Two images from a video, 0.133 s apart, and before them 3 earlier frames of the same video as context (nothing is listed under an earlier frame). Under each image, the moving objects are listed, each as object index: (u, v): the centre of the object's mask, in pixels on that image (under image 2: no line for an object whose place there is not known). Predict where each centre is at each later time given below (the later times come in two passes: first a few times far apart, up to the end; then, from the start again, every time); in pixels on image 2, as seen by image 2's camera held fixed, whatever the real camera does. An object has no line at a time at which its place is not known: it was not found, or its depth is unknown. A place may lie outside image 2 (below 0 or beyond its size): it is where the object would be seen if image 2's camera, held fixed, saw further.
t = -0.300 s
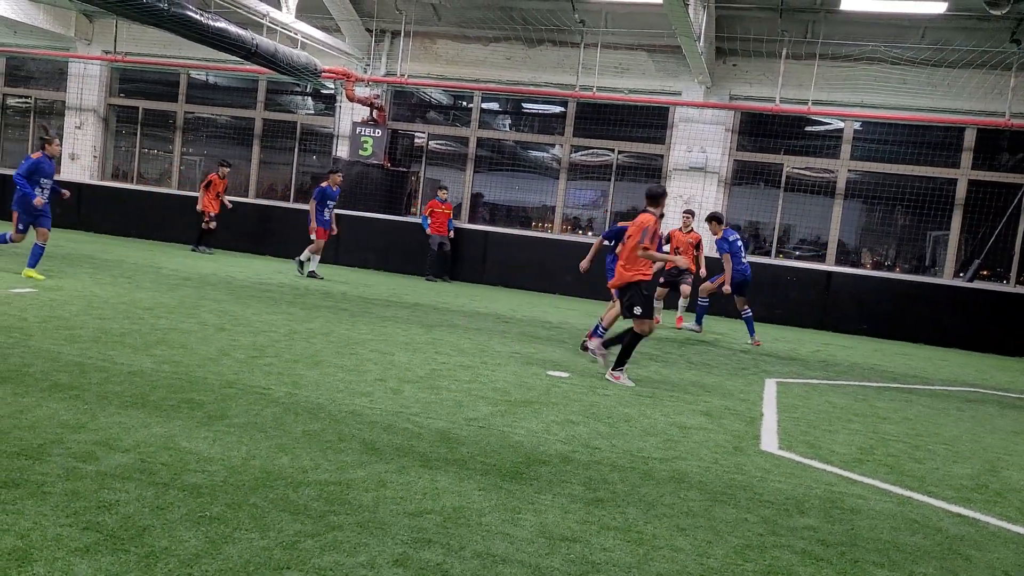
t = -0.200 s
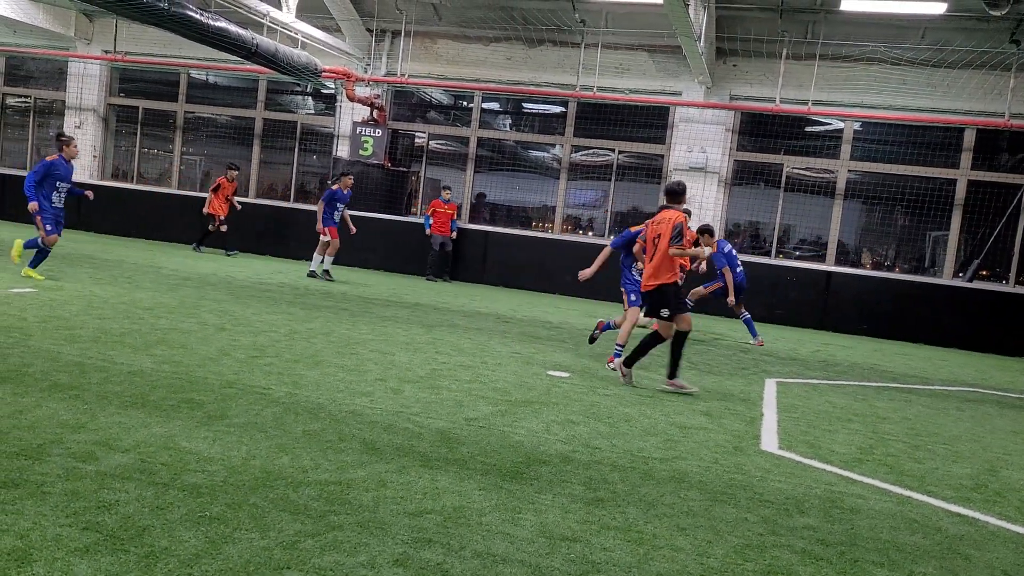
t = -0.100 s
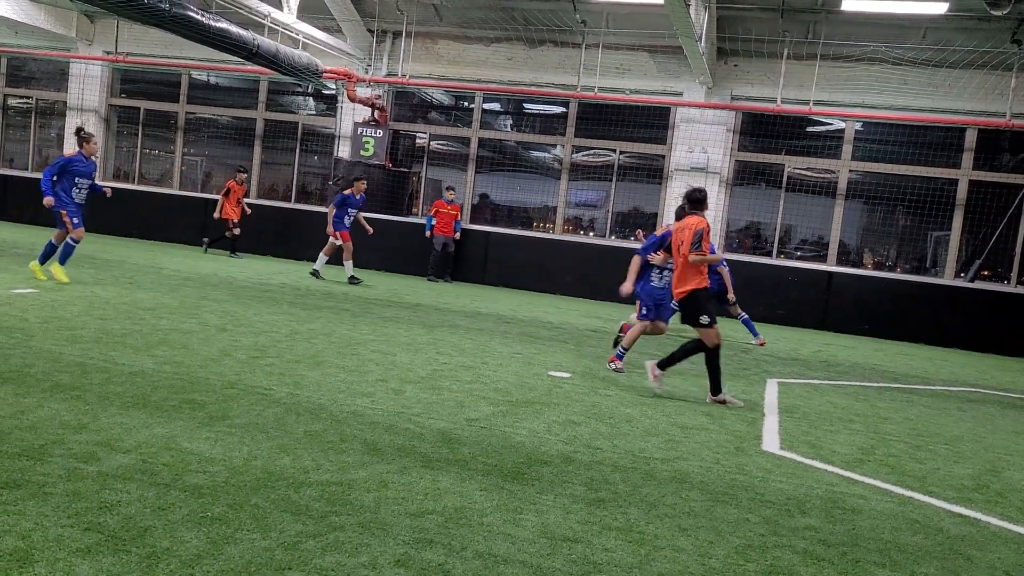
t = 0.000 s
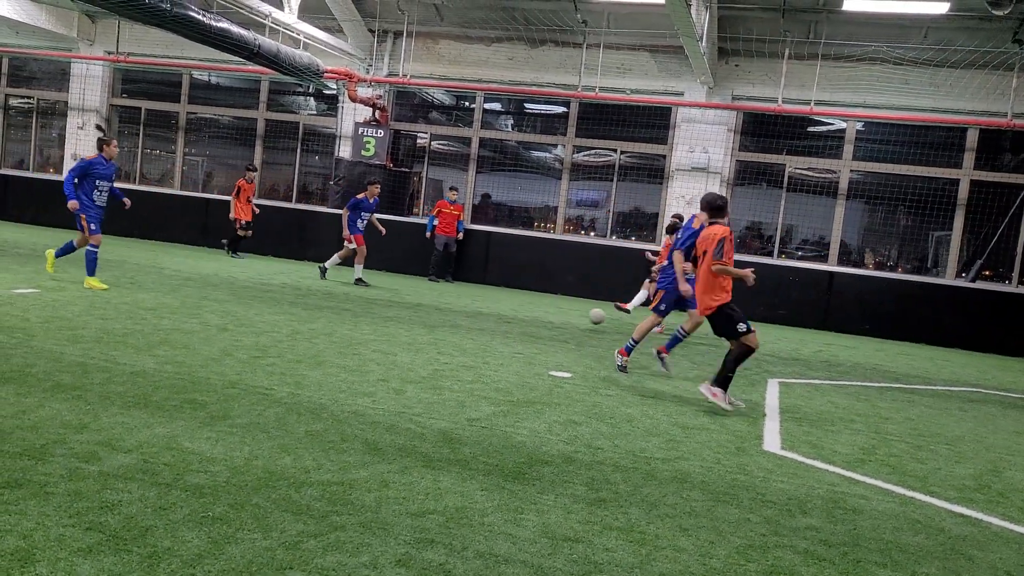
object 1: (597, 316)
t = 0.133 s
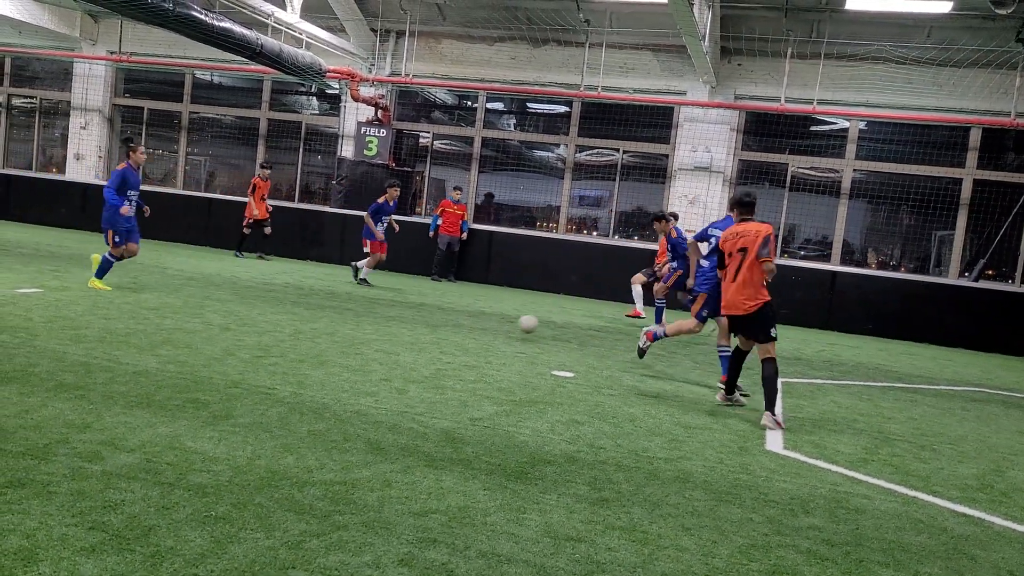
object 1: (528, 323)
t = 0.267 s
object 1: (441, 336)
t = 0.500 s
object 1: (233, 360)
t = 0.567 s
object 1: (152, 372)
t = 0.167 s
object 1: (507, 329)
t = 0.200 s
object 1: (484, 336)
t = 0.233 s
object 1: (463, 336)
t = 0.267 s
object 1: (441, 336)
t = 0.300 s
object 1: (417, 337)
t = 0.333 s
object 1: (391, 341)
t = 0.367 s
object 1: (362, 347)
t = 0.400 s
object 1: (332, 352)
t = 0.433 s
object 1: (301, 353)
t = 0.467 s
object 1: (269, 355)
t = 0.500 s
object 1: (233, 360)
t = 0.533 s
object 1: (193, 366)
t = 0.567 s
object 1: (152, 372)
